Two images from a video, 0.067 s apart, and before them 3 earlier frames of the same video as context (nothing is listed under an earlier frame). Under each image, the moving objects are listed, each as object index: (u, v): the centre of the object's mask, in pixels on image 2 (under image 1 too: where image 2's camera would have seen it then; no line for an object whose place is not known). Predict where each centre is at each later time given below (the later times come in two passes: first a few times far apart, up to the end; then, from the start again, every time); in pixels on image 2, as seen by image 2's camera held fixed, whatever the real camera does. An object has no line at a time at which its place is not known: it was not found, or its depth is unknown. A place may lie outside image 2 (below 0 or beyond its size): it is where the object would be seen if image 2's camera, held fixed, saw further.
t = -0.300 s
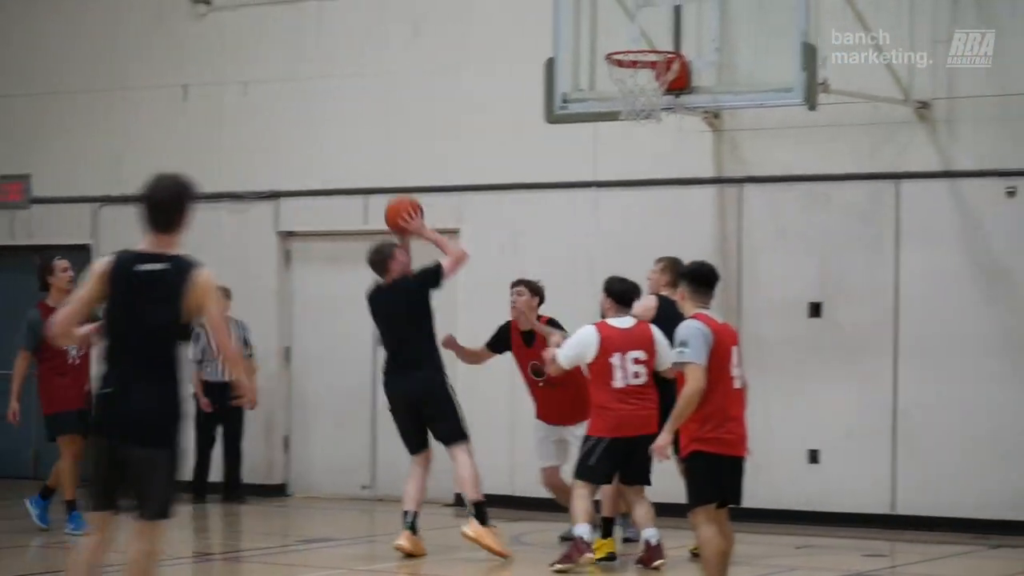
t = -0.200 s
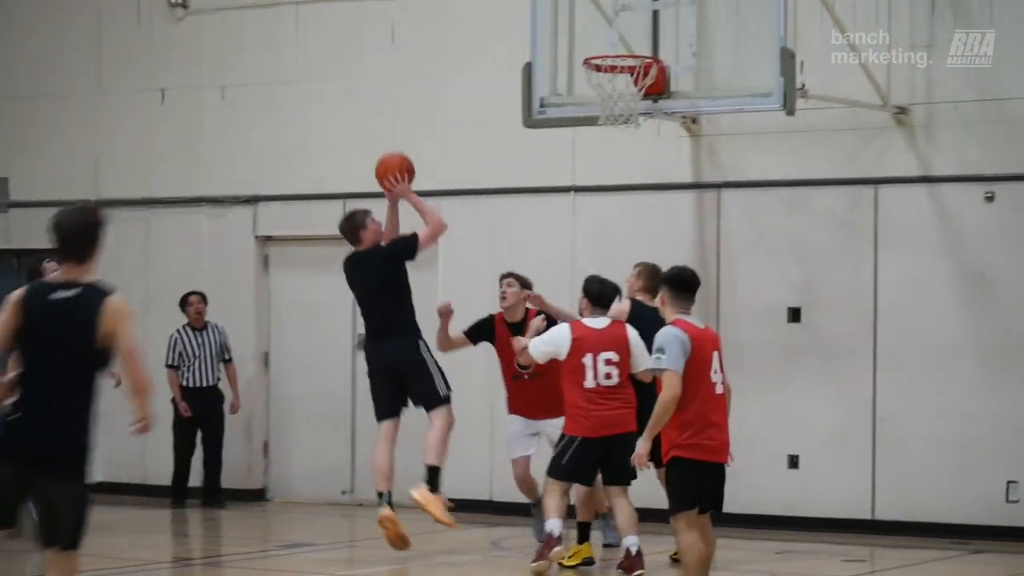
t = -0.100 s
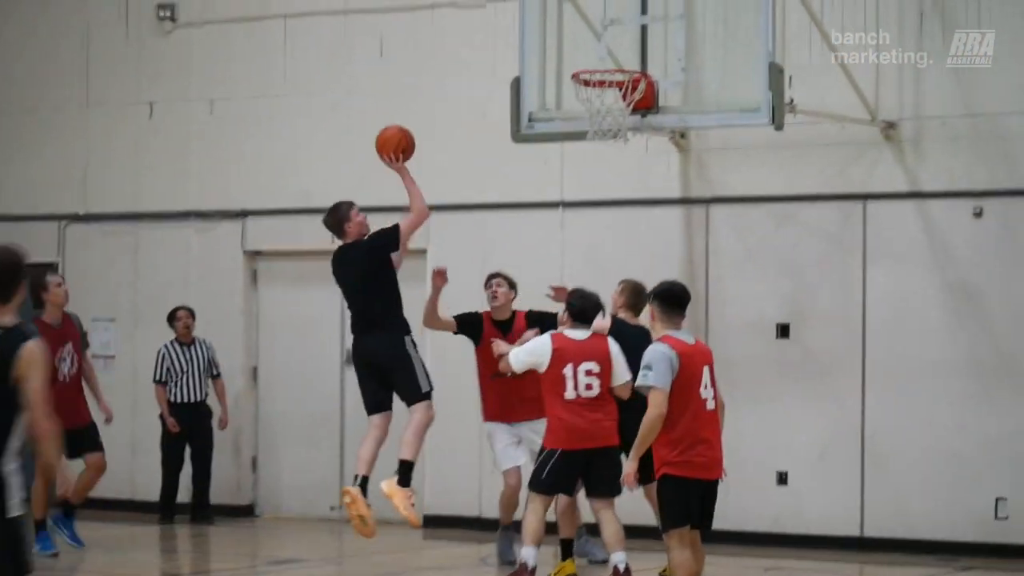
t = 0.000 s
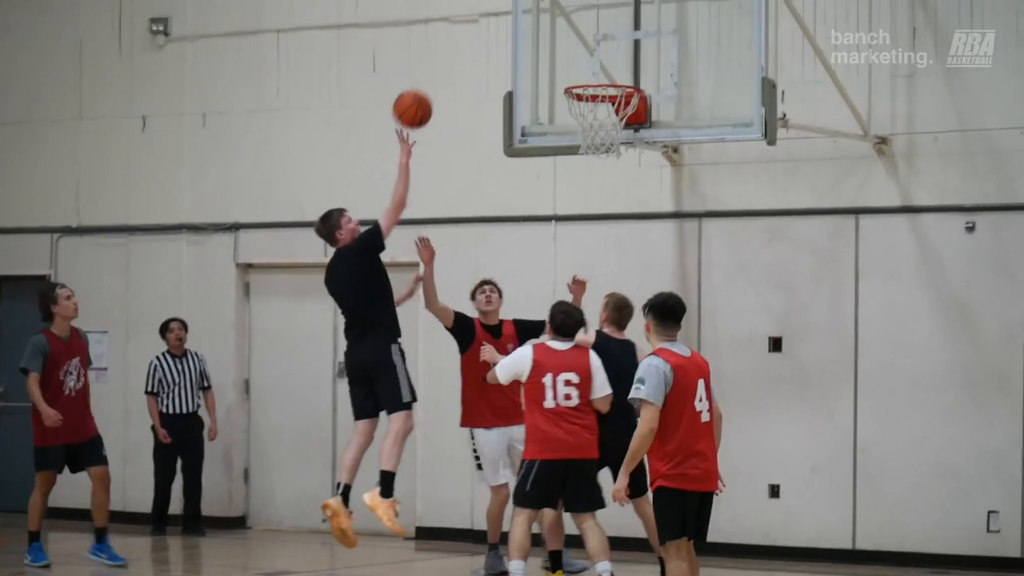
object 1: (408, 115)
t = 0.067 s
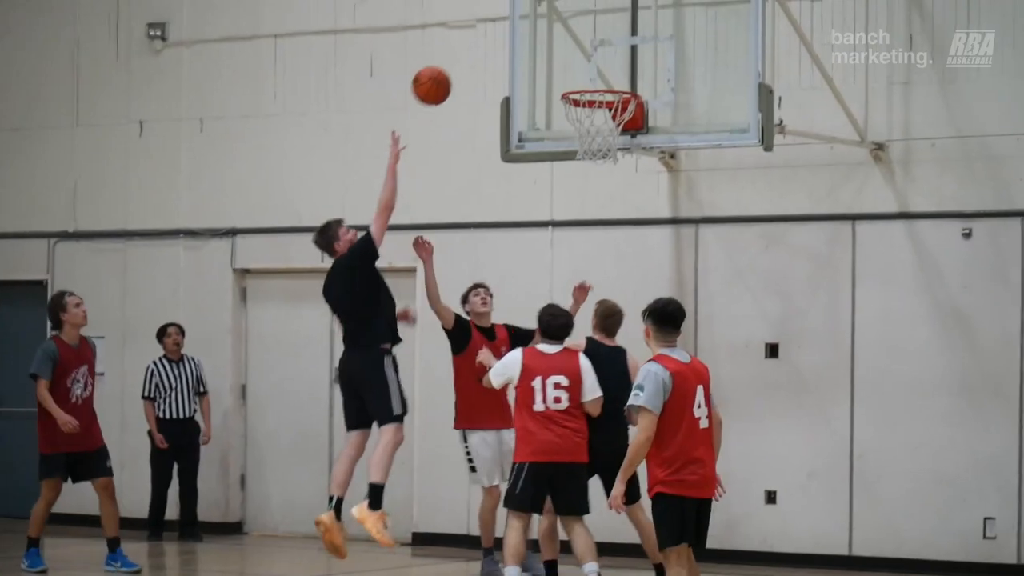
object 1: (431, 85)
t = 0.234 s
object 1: (486, 44)
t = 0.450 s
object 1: (555, 58)
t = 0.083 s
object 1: (436, 78)
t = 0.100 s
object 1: (442, 73)
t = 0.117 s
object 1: (448, 68)
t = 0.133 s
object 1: (453, 63)
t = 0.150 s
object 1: (459, 59)
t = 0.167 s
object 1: (465, 55)
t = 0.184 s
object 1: (470, 51)
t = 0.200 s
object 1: (475, 49)
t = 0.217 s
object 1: (481, 46)
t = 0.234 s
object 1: (486, 44)
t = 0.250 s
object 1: (491, 43)
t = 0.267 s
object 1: (497, 42)
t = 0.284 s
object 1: (502, 41)
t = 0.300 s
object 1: (508, 40)
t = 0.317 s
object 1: (513, 40)
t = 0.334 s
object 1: (518, 41)
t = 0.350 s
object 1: (524, 42)
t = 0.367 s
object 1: (529, 43)
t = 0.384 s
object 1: (534, 45)
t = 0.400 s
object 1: (539, 48)
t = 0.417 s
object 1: (544, 51)
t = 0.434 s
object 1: (549, 54)
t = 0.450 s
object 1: (555, 58)
